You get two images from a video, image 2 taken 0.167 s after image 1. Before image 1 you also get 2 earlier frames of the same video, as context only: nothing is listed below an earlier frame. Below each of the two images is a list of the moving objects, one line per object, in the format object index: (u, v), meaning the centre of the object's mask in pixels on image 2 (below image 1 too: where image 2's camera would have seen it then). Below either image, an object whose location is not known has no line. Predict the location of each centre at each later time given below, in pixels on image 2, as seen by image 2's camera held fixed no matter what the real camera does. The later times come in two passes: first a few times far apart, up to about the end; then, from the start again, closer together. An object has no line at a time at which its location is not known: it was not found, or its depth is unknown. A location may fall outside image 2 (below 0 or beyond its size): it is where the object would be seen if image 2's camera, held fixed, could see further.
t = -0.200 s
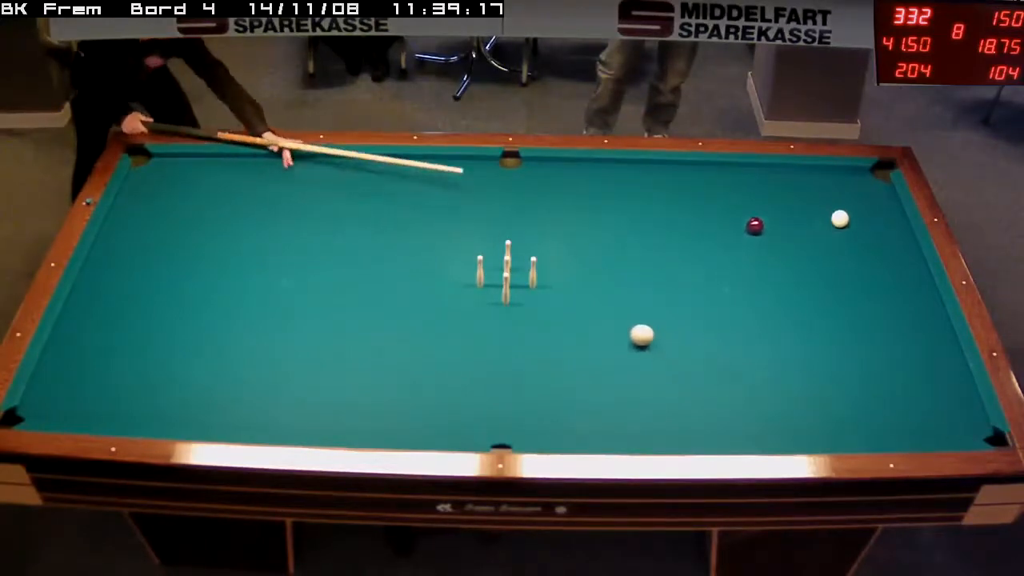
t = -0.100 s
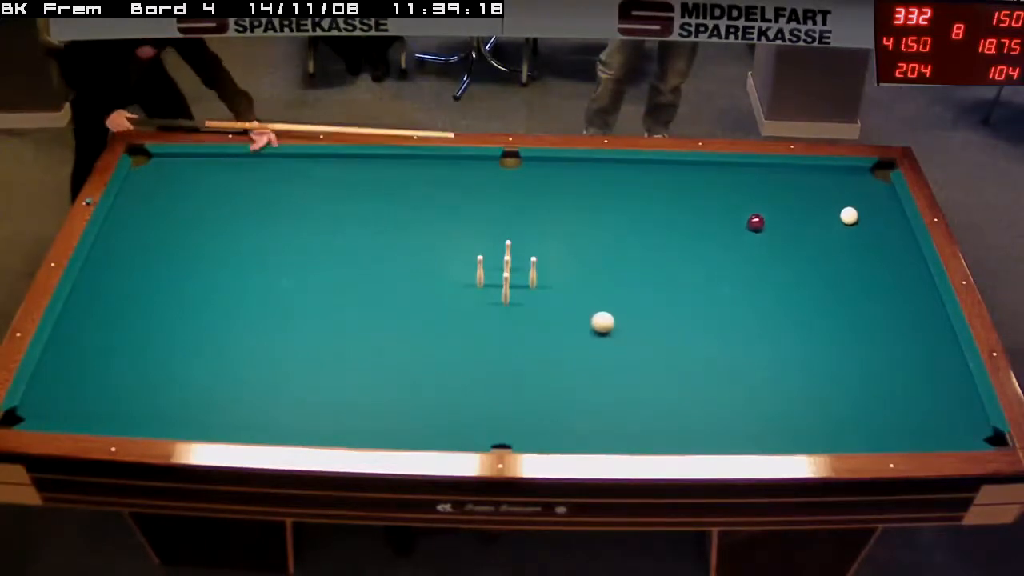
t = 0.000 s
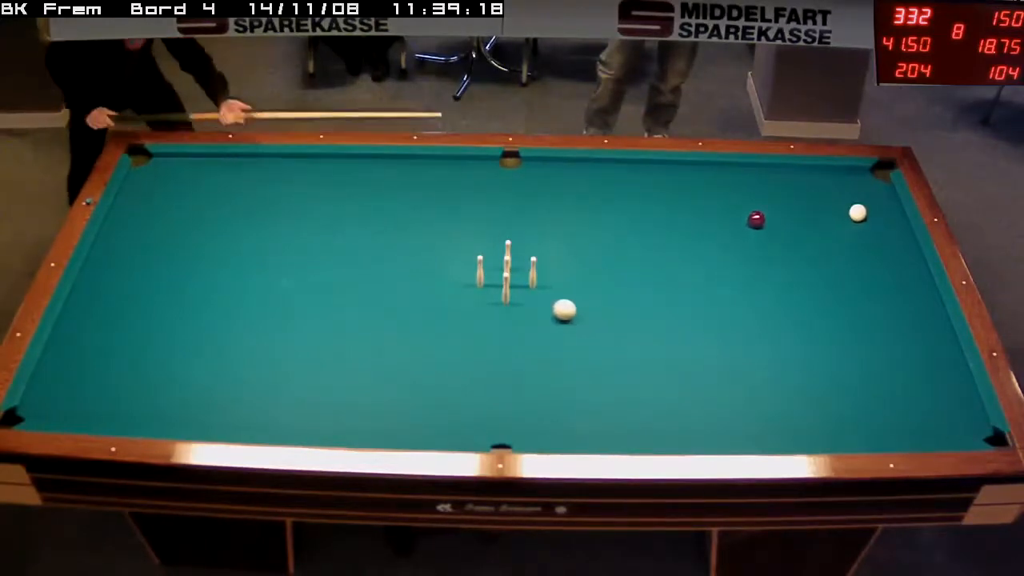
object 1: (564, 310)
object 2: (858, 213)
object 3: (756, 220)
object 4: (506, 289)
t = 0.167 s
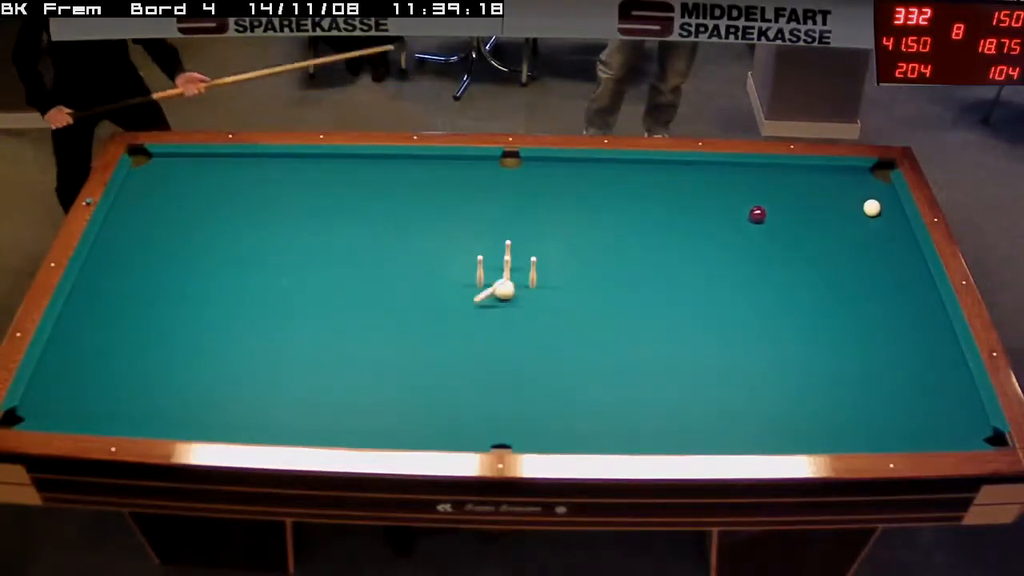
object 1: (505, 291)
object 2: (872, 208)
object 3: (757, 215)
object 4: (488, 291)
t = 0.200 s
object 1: (493, 284)
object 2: (875, 207)
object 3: (757, 214)
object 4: (481, 294)
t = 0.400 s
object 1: (430, 264)
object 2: (891, 201)
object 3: (758, 208)
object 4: (421, 306)
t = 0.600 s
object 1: (372, 244)
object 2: (882, 197)
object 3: (760, 203)
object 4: (386, 310)
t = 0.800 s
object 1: (317, 225)
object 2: (871, 193)
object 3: (761, 198)
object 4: (375, 311)
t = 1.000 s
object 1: (266, 207)
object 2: (860, 190)
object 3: (762, 194)
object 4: (375, 309)
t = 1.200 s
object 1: (218, 191)
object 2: (851, 187)
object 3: (763, 190)
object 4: (376, 308)
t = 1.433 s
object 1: (167, 174)
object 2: (839, 183)
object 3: (765, 186)
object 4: (376, 308)
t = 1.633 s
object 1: (151, 158)
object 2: (830, 180)
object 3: (765, 182)
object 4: (376, 308)
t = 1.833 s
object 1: (174, 170)
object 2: (821, 177)
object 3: (766, 179)
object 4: (376, 308)
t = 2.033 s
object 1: (196, 182)
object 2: (814, 175)
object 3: (767, 177)
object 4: (376, 308)
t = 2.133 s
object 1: (207, 189)
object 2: (810, 174)
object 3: (767, 175)
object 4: (376, 308)
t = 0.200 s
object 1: (493, 284)
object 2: (875, 207)
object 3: (757, 214)
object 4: (481, 294)
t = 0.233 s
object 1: (481, 281)
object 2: (877, 206)
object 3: (758, 213)
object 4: (466, 301)
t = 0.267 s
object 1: (471, 278)
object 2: (880, 205)
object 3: (758, 212)
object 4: (455, 301)
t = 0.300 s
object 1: (461, 274)
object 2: (883, 204)
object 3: (758, 211)
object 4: (447, 300)
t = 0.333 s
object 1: (450, 271)
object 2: (885, 203)
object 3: (758, 210)
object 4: (439, 301)
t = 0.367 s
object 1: (440, 267)
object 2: (888, 202)
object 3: (758, 209)
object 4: (429, 303)
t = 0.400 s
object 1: (430, 264)
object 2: (891, 201)
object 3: (758, 208)
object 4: (421, 306)
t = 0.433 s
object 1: (420, 260)
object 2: (893, 200)
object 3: (759, 207)
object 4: (413, 308)
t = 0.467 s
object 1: (410, 257)
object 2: (890, 200)
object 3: (759, 207)
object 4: (407, 308)
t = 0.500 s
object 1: (400, 254)
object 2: (888, 199)
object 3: (759, 206)
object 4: (401, 308)
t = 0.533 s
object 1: (391, 250)
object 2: (886, 198)
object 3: (759, 205)
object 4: (396, 310)
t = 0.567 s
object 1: (381, 247)
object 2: (884, 198)
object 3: (759, 204)
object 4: (391, 311)
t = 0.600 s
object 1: (372, 244)
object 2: (882, 197)
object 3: (760, 203)
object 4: (386, 310)
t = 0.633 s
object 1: (362, 241)
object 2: (880, 196)
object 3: (760, 202)
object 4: (383, 311)
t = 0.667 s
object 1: (353, 237)
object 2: (879, 196)
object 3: (760, 202)
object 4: (381, 311)
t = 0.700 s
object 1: (344, 234)
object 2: (877, 195)
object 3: (760, 201)
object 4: (378, 311)
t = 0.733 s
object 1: (335, 231)
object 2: (875, 194)
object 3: (761, 200)
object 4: (377, 311)
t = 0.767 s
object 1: (325, 228)
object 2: (873, 194)
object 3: (761, 199)
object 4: (375, 311)
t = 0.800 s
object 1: (317, 225)
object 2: (871, 193)
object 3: (761, 198)
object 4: (375, 311)
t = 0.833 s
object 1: (308, 222)
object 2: (869, 193)
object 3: (761, 198)
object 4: (375, 311)
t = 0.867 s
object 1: (299, 219)
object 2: (868, 192)
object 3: (761, 197)
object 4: (375, 311)
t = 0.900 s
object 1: (291, 216)
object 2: (866, 192)
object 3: (761, 196)
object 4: (375, 310)
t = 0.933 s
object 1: (282, 213)
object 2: (864, 191)
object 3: (762, 195)
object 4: (375, 310)
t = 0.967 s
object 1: (274, 210)
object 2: (862, 190)
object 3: (762, 195)
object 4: (375, 310)
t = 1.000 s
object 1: (266, 207)
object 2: (860, 190)
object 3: (762, 194)
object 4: (375, 309)
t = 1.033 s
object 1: (258, 204)
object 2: (859, 189)
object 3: (762, 193)
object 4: (375, 309)
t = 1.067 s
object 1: (249, 202)
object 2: (857, 189)
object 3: (763, 192)
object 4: (375, 309)
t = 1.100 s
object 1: (241, 199)
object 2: (855, 188)
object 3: (763, 192)
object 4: (375, 309)
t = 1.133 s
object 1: (234, 196)
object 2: (854, 188)
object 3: (763, 191)
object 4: (375, 309)
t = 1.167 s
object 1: (226, 194)
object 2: (852, 187)
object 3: (763, 190)
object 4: (376, 308)
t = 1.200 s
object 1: (218, 191)
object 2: (851, 187)
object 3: (763, 190)
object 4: (376, 308)
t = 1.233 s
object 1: (210, 188)
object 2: (849, 186)
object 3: (764, 189)
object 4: (375, 308)
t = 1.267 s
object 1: (203, 186)
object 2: (847, 186)
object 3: (764, 189)
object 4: (376, 308)
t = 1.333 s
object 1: (188, 181)
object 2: (844, 185)
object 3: (764, 188)
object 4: (376, 308)
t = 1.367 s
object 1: (181, 179)
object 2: (842, 184)
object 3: (764, 187)
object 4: (376, 308)
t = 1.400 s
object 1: (174, 176)
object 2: (841, 183)
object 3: (764, 186)
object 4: (376, 308)
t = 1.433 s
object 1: (167, 174)
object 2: (839, 183)
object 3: (765, 186)
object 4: (376, 308)
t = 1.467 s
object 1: (160, 171)
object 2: (837, 183)
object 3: (765, 185)
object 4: (376, 308)
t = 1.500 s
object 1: (153, 169)
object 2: (836, 182)
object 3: (765, 184)
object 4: (376, 308)
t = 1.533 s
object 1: (146, 167)
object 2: (834, 182)
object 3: (765, 184)
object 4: (376, 308)
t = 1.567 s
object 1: (139, 164)
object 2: (833, 181)
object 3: (765, 183)
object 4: (376, 308)
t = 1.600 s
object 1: (143, 161)
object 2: (832, 181)
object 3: (765, 183)
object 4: (376, 308)
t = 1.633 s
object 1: (151, 158)
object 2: (830, 180)
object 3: (765, 182)
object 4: (376, 308)
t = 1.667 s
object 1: (156, 158)
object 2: (829, 180)
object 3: (765, 182)
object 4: (376, 308)
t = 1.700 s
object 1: (160, 161)
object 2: (827, 179)
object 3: (766, 182)
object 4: (376, 308)
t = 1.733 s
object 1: (163, 163)
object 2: (826, 179)
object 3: (766, 181)
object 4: (376, 308)
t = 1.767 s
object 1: (167, 165)
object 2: (824, 178)
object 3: (766, 181)
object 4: (376, 308)
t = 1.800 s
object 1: (171, 168)
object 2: (823, 178)
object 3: (766, 180)
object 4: (376, 308)
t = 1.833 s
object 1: (174, 170)
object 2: (821, 177)
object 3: (766, 179)
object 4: (376, 308)
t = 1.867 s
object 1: (178, 172)
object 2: (820, 177)
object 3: (767, 179)
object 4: (376, 308)
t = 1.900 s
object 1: (181, 174)
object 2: (819, 177)
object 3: (767, 178)
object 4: (376, 308)
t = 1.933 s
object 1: (185, 176)
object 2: (817, 176)
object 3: (767, 178)
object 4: (376, 308)
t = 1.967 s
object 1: (189, 178)
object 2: (816, 176)
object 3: (767, 177)
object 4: (376, 308)
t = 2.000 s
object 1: (192, 180)
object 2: (815, 175)
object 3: (767, 177)
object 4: (376, 308)
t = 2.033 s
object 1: (196, 182)
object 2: (814, 175)
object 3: (767, 177)
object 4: (376, 308)
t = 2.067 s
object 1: (200, 185)
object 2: (812, 175)
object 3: (767, 176)
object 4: (376, 308)
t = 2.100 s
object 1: (203, 187)
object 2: (811, 174)
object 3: (767, 176)
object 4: (376, 308)
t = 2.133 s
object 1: (207, 189)
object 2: (810, 174)
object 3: (767, 175)
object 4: (376, 308)
